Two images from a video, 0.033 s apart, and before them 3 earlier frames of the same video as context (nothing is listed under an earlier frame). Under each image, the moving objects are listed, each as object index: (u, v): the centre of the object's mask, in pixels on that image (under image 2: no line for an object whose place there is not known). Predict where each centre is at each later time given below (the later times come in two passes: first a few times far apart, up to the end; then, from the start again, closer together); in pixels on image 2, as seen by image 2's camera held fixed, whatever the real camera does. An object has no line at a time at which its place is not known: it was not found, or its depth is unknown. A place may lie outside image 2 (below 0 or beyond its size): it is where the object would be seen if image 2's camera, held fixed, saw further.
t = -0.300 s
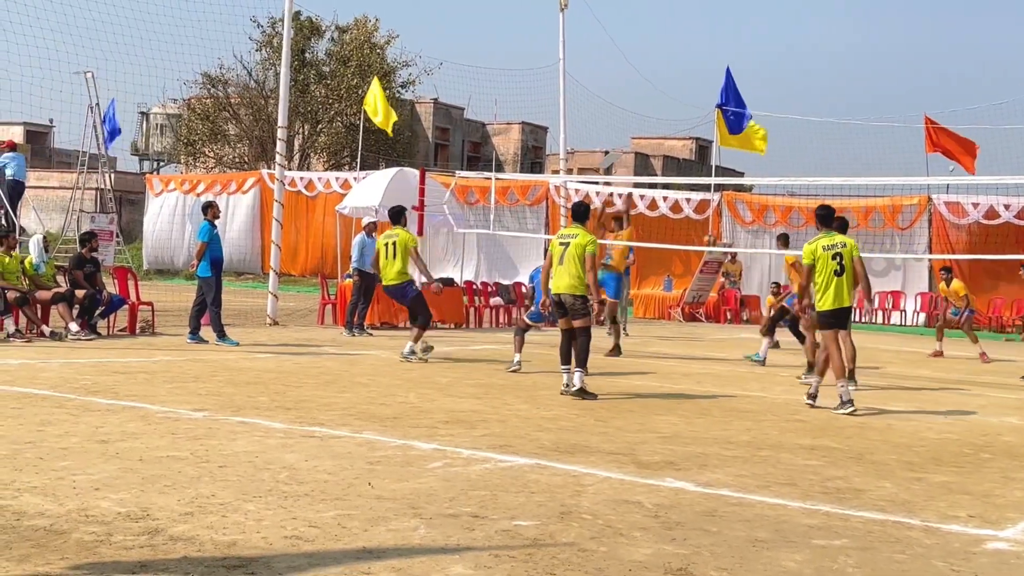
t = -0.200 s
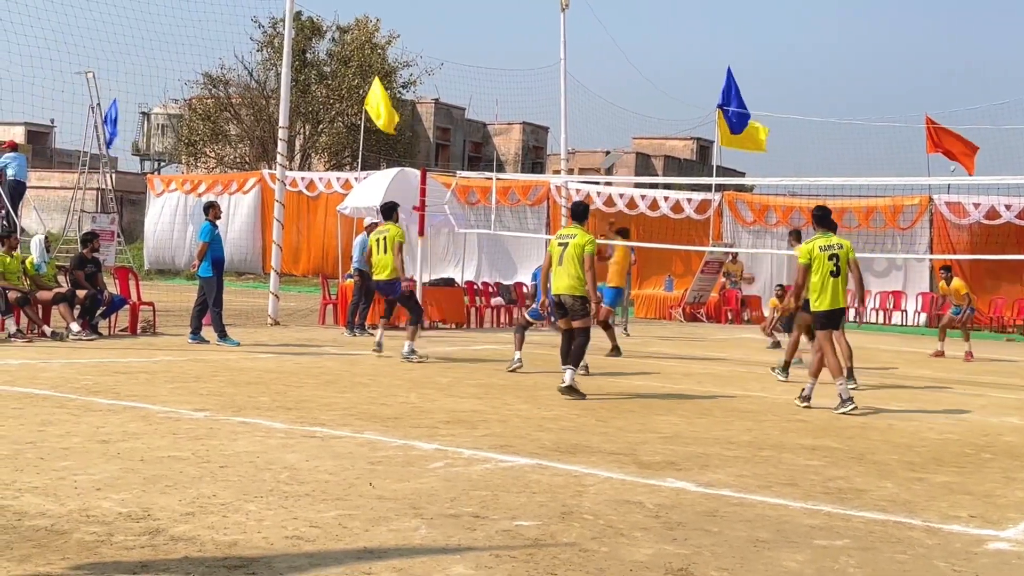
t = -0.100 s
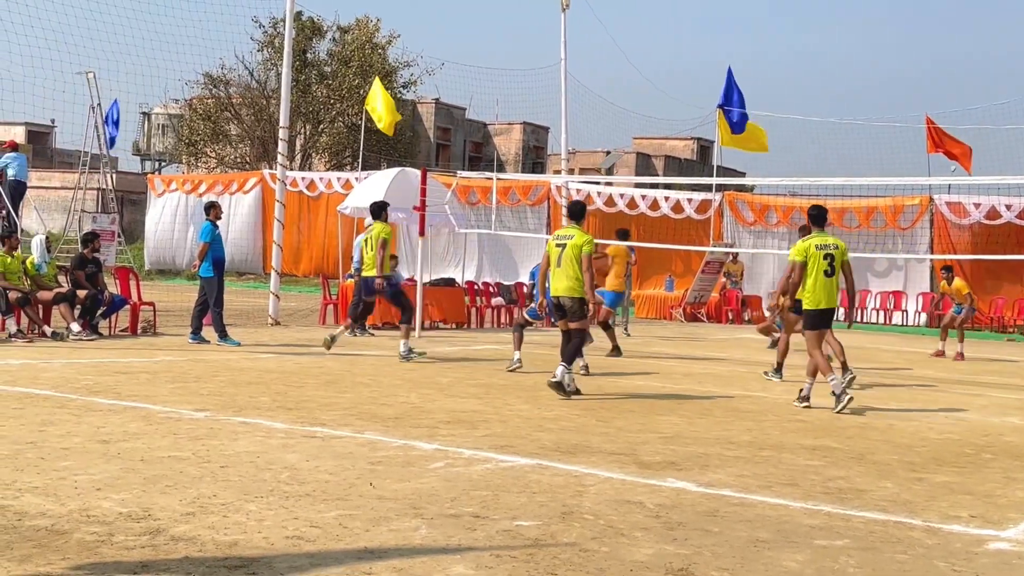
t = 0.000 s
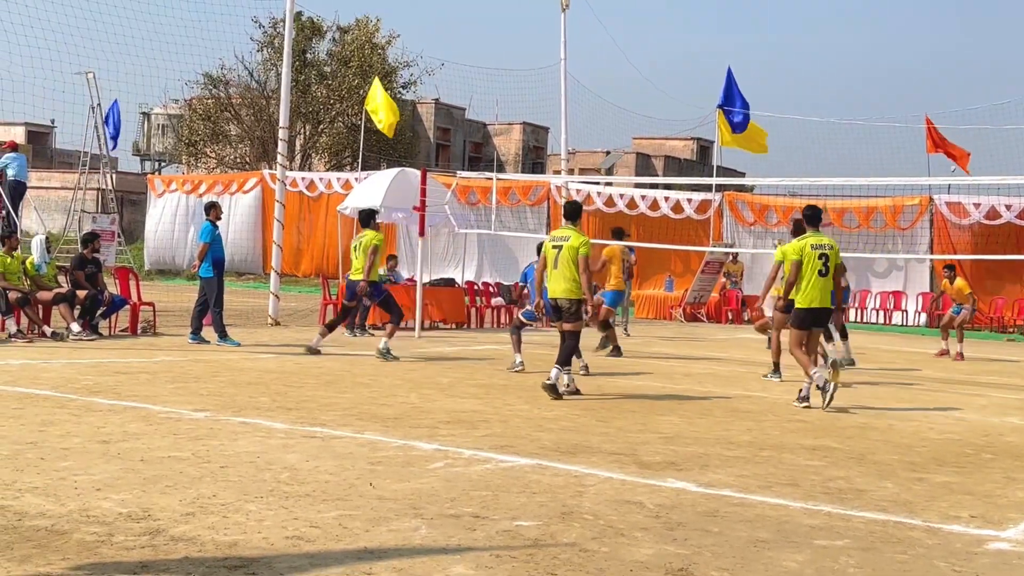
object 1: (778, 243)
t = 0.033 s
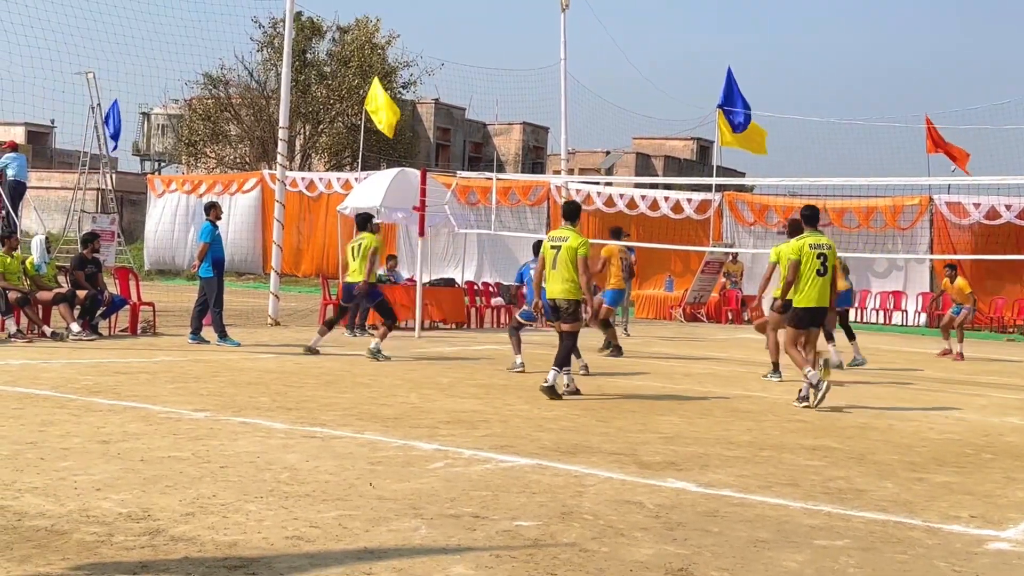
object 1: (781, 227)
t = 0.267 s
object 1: (797, 136)
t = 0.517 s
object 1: (815, 70)
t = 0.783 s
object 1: (834, 40)
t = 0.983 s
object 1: (849, 48)
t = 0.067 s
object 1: (783, 216)
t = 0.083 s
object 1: (784, 207)
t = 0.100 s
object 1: (787, 199)
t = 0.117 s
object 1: (788, 193)
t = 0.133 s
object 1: (788, 188)
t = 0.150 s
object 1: (789, 175)
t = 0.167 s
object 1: (790, 172)
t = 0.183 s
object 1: (792, 165)
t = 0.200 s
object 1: (792, 160)
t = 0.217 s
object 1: (793, 154)
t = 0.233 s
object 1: (795, 147)
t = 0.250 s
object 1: (796, 142)
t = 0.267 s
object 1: (797, 136)
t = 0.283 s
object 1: (798, 130)
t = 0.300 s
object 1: (799, 125)
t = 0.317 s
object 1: (801, 120)
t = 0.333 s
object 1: (802, 115)
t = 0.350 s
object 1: (803, 110)
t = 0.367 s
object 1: (803, 105)
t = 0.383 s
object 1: (805, 100)
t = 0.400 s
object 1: (806, 96)
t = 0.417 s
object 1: (807, 92)
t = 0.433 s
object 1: (809, 88)
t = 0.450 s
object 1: (810, 83)
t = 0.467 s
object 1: (811, 80)
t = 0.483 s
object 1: (812, 77)
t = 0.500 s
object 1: (813, 73)
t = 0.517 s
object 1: (815, 70)
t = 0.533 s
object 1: (816, 67)
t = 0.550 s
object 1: (818, 63)
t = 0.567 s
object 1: (819, 61)
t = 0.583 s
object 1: (819, 58)
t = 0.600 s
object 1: (821, 55)
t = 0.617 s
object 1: (822, 53)
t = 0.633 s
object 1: (823, 51)
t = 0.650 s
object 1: (824, 49)
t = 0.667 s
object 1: (826, 47)
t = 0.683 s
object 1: (827, 46)
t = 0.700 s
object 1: (828, 44)
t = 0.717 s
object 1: (829, 43)
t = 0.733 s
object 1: (831, 42)
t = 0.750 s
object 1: (832, 42)
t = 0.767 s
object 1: (833, 41)
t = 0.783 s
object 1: (834, 40)
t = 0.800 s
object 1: (836, 40)
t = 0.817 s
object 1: (837, 40)
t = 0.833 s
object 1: (838, 39)
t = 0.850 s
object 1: (839, 39)
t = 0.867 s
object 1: (841, 40)
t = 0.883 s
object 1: (842, 40)
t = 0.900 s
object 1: (843, 41)
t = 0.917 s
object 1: (844, 42)
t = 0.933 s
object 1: (845, 44)
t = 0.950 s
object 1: (846, 45)
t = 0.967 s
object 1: (848, 46)
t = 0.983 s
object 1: (849, 48)
